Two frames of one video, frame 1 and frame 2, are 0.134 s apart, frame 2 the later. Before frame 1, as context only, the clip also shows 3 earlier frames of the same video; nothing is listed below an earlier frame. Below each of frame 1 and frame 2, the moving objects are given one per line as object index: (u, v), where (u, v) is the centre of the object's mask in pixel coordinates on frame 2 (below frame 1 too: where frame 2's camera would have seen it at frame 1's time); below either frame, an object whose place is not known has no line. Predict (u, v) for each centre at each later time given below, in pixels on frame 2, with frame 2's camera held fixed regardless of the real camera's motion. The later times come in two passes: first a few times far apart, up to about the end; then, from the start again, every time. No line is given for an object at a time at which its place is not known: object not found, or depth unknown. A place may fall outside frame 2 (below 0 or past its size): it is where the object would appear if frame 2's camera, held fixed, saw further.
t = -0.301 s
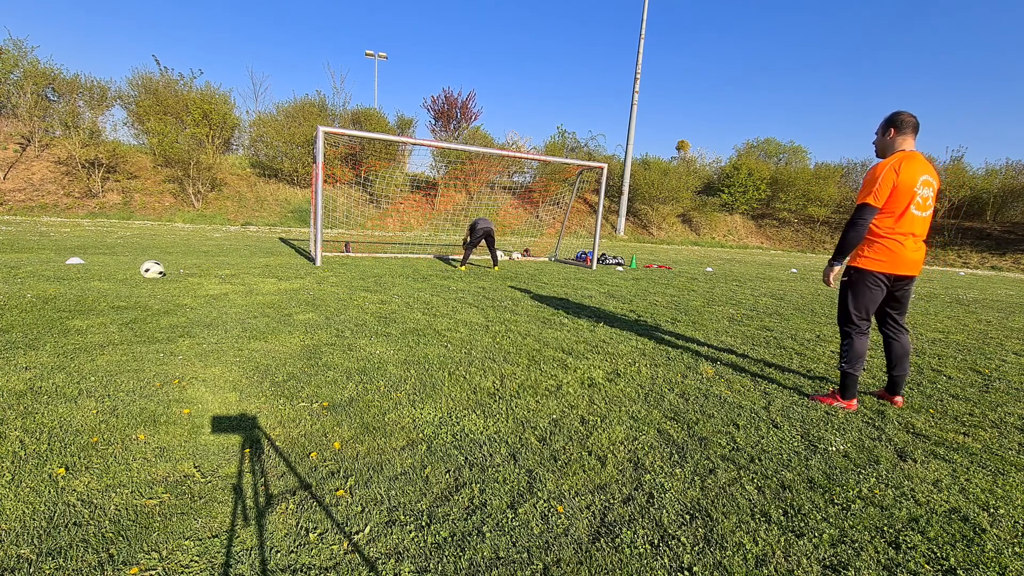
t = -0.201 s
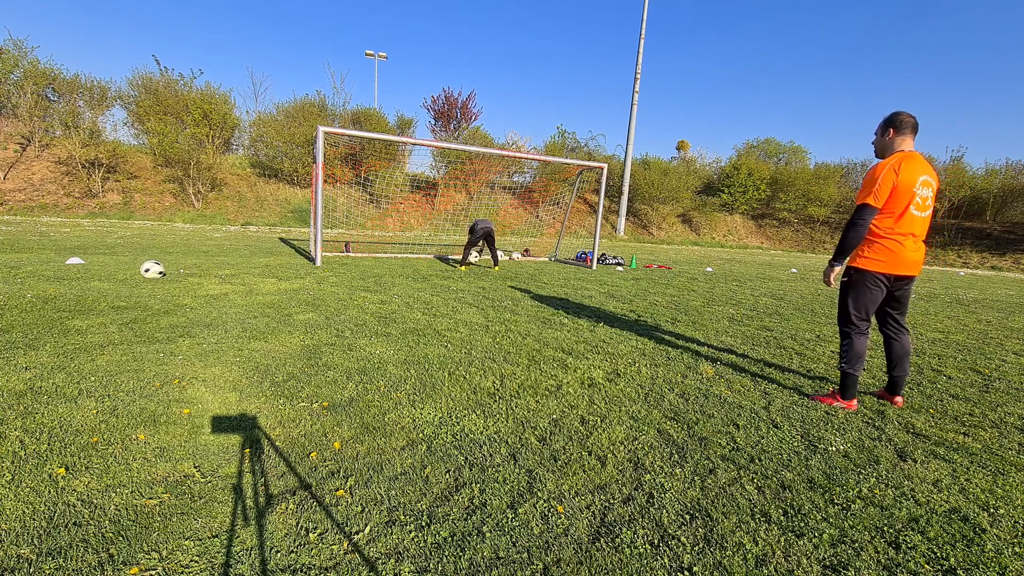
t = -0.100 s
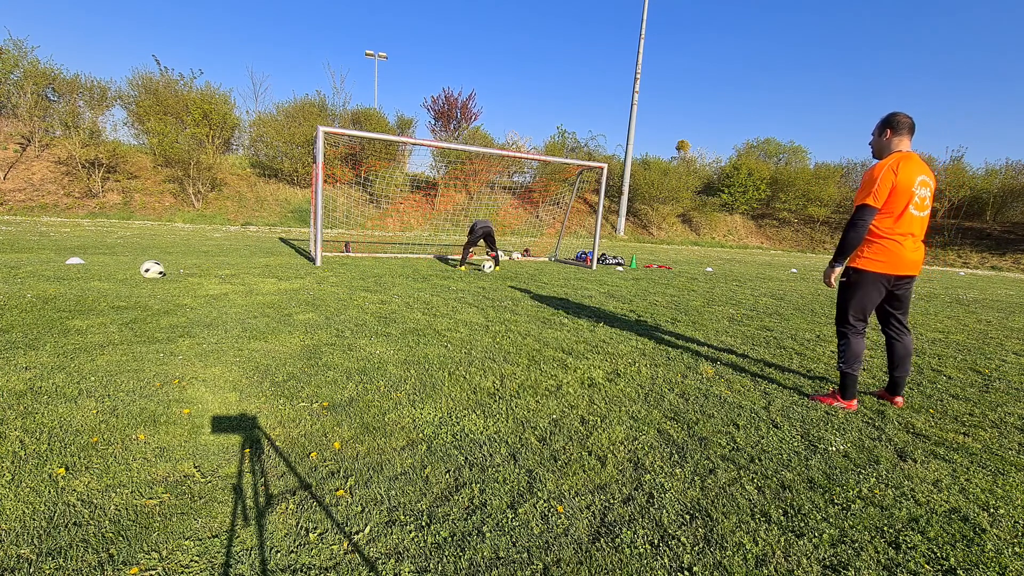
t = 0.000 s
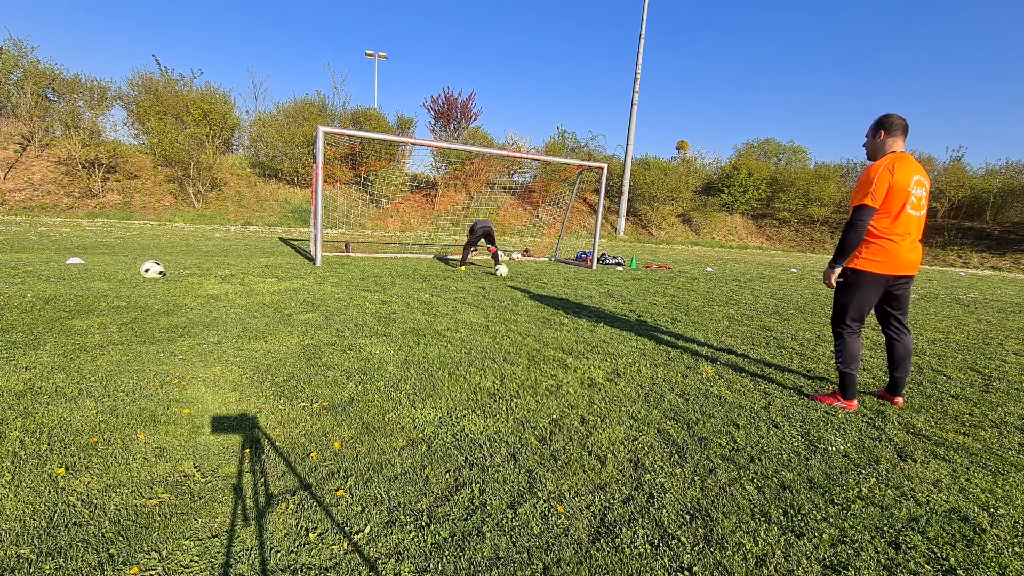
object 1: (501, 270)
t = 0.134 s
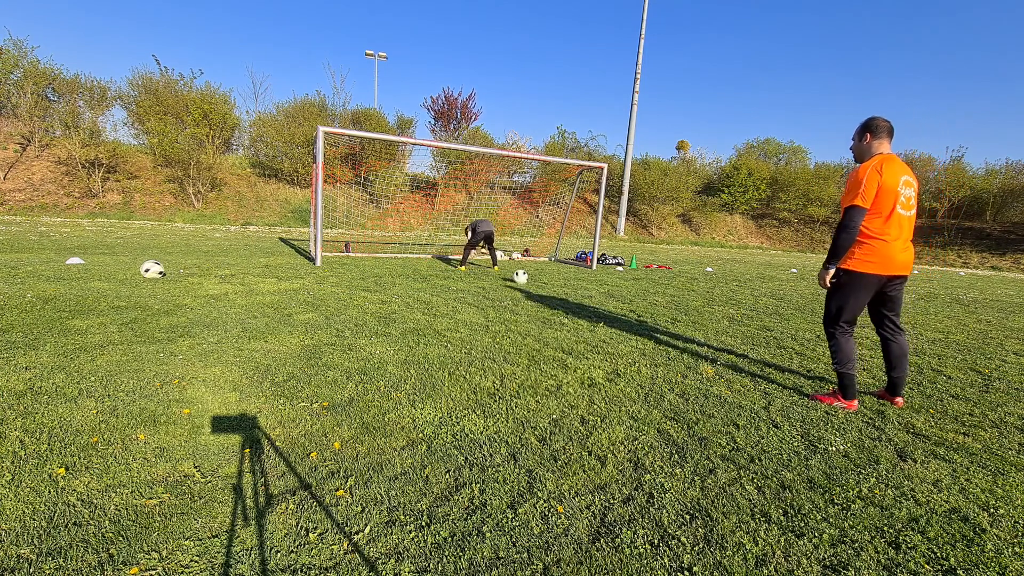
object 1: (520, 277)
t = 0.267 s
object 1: (538, 281)
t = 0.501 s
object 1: (573, 291)
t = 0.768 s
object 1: (620, 313)
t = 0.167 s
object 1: (525, 278)
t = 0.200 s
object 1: (529, 278)
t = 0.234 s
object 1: (533, 279)
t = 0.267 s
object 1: (538, 281)
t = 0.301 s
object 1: (543, 283)
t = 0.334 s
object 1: (548, 286)
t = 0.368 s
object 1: (553, 287)
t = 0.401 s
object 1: (558, 287)
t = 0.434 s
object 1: (562, 287)
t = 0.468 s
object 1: (568, 288)
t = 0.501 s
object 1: (573, 291)
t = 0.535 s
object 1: (579, 295)
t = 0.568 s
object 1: (584, 299)
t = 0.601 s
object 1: (589, 301)
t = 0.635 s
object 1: (595, 302)
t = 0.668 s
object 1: (602, 303)
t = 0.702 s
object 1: (608, 306)
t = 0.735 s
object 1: (614, 310)
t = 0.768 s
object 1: (620, 313)
